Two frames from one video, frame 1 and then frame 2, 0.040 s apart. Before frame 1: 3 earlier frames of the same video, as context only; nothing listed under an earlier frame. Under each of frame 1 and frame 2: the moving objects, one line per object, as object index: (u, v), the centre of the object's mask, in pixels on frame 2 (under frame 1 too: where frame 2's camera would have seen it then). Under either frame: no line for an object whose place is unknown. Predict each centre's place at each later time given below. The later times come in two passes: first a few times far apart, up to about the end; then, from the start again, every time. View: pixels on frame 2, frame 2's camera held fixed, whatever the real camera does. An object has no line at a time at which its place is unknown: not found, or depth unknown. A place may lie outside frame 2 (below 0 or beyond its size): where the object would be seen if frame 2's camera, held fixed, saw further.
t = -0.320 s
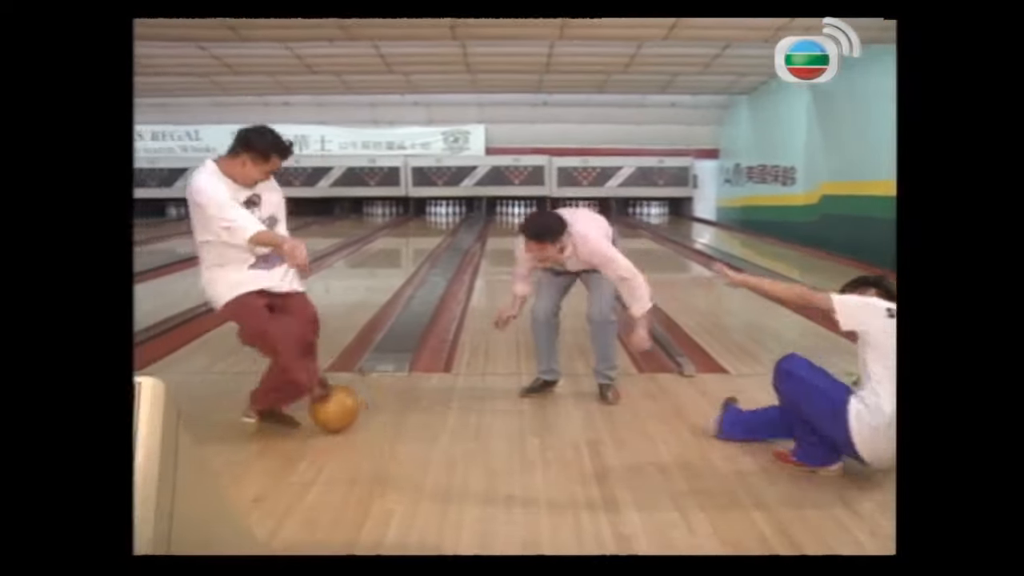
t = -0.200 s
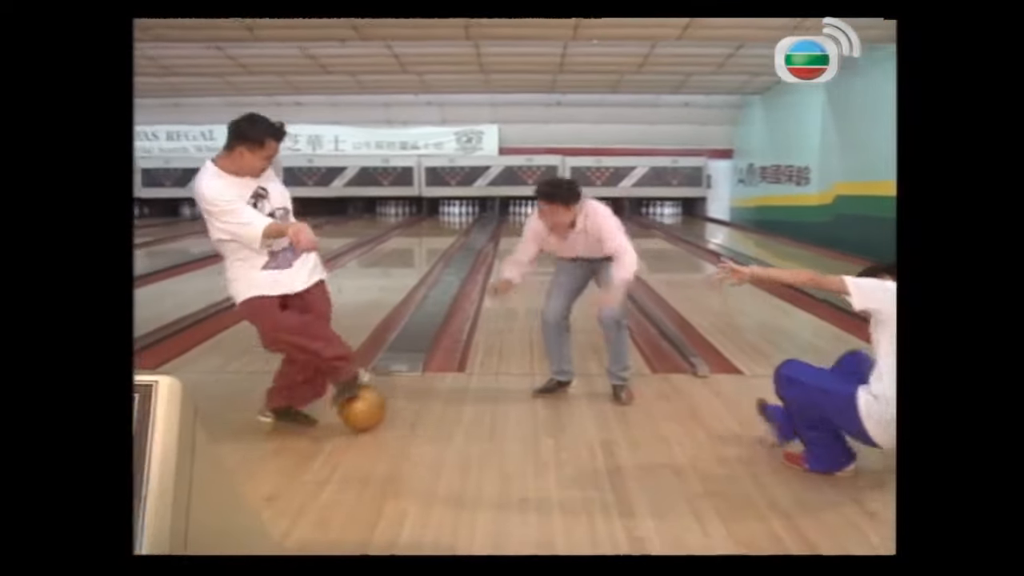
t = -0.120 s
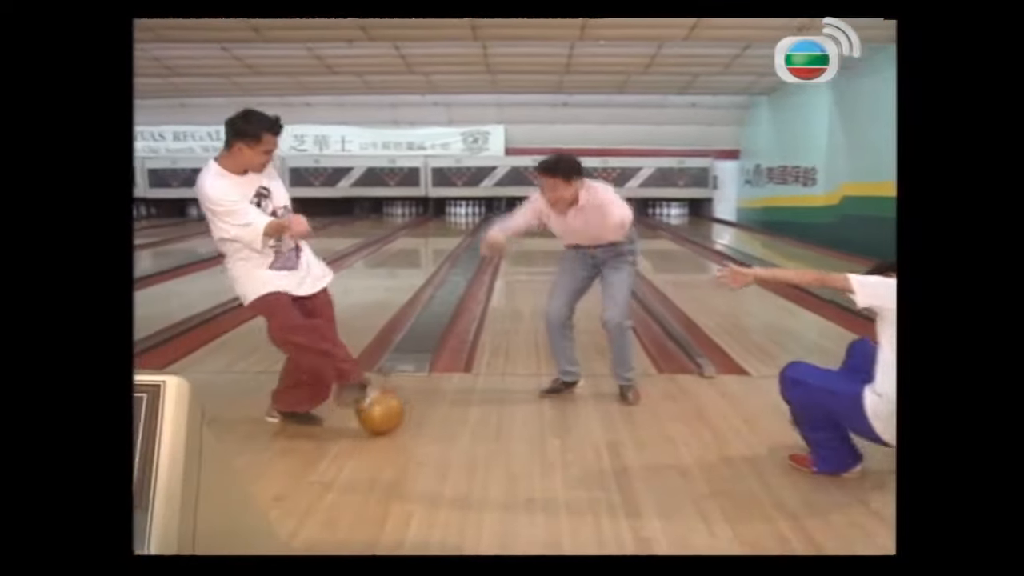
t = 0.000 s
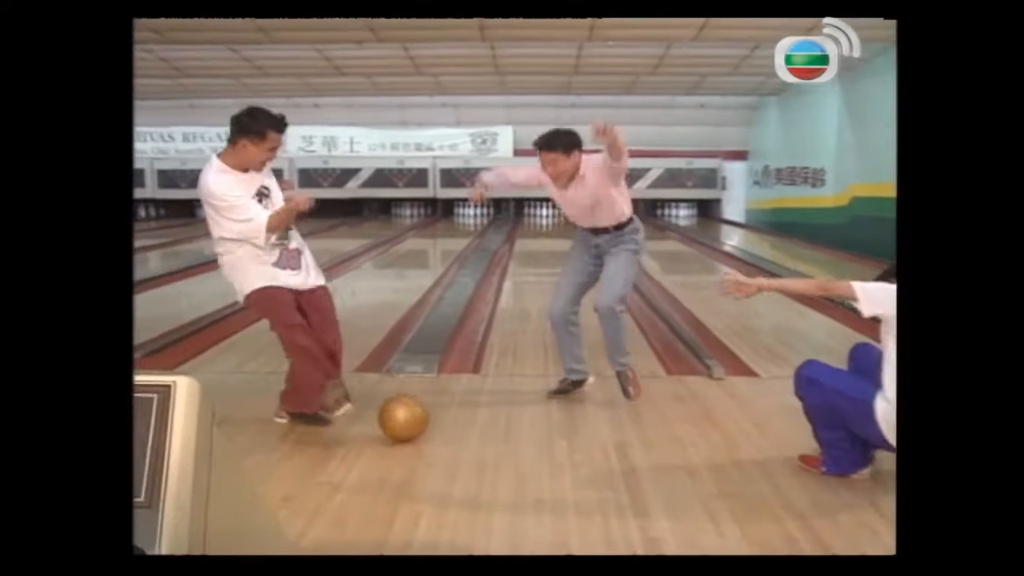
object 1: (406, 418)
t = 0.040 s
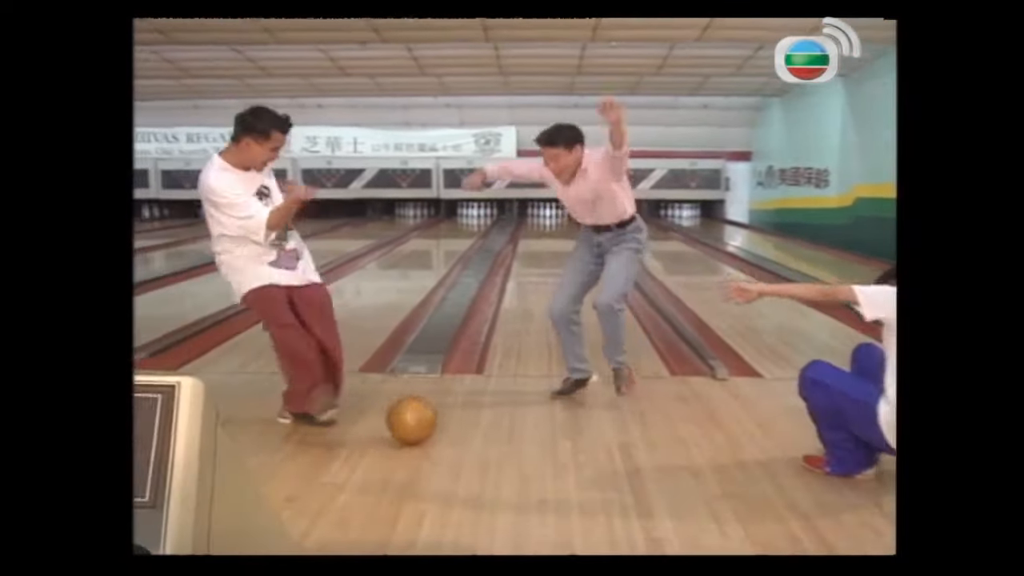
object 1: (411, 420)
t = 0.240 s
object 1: (437, 430)
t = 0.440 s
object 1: (468, 443)
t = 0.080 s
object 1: (416, 421)
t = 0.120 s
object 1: (421, 424)
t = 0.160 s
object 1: (426, 426)
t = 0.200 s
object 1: (431, 429)
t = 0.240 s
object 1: (437, 430)
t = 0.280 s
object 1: (443, 433)
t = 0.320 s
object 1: (449, 435)
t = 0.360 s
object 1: (455, 438)
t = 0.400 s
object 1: (461, 440)
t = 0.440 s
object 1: (468, 443)
